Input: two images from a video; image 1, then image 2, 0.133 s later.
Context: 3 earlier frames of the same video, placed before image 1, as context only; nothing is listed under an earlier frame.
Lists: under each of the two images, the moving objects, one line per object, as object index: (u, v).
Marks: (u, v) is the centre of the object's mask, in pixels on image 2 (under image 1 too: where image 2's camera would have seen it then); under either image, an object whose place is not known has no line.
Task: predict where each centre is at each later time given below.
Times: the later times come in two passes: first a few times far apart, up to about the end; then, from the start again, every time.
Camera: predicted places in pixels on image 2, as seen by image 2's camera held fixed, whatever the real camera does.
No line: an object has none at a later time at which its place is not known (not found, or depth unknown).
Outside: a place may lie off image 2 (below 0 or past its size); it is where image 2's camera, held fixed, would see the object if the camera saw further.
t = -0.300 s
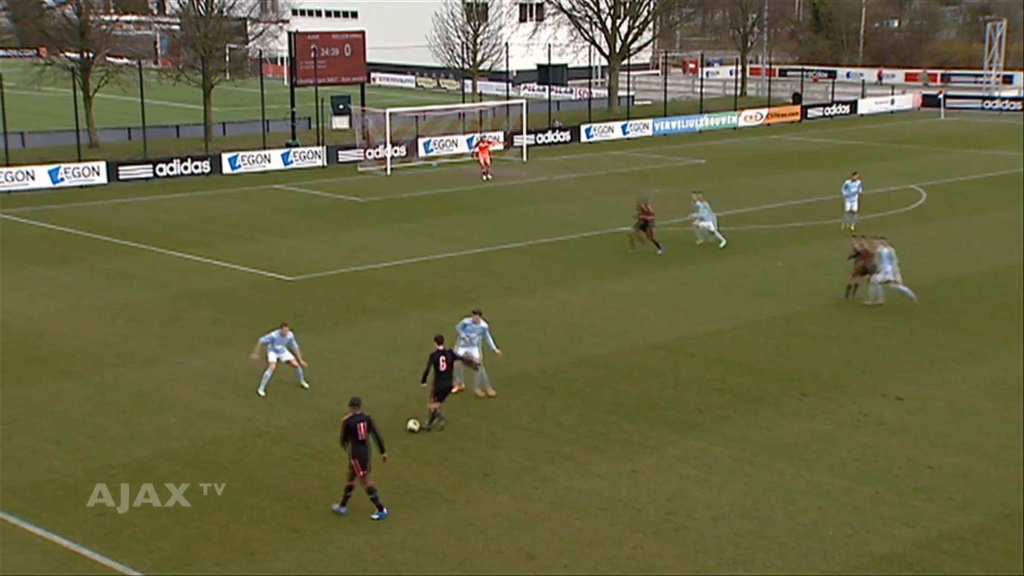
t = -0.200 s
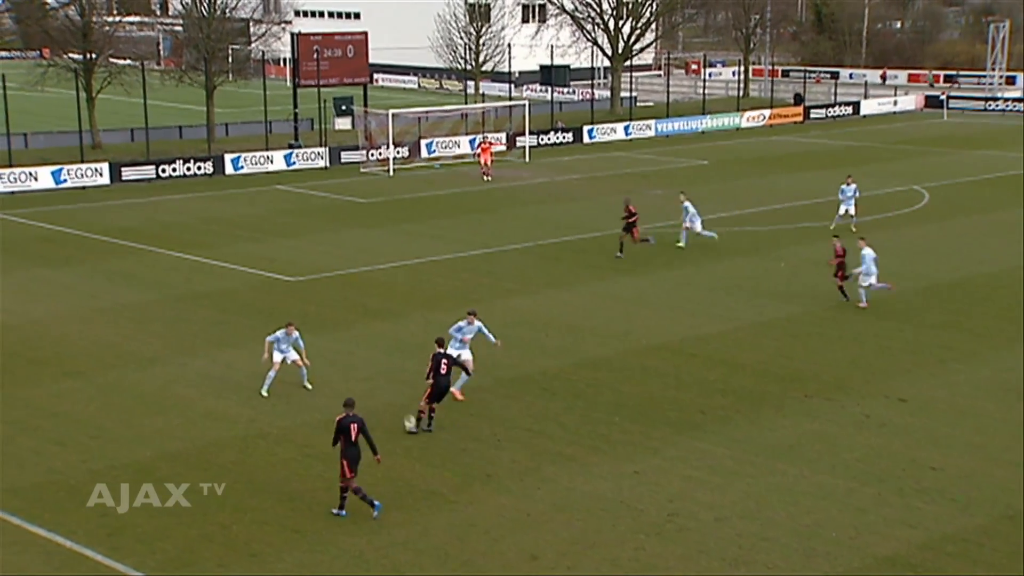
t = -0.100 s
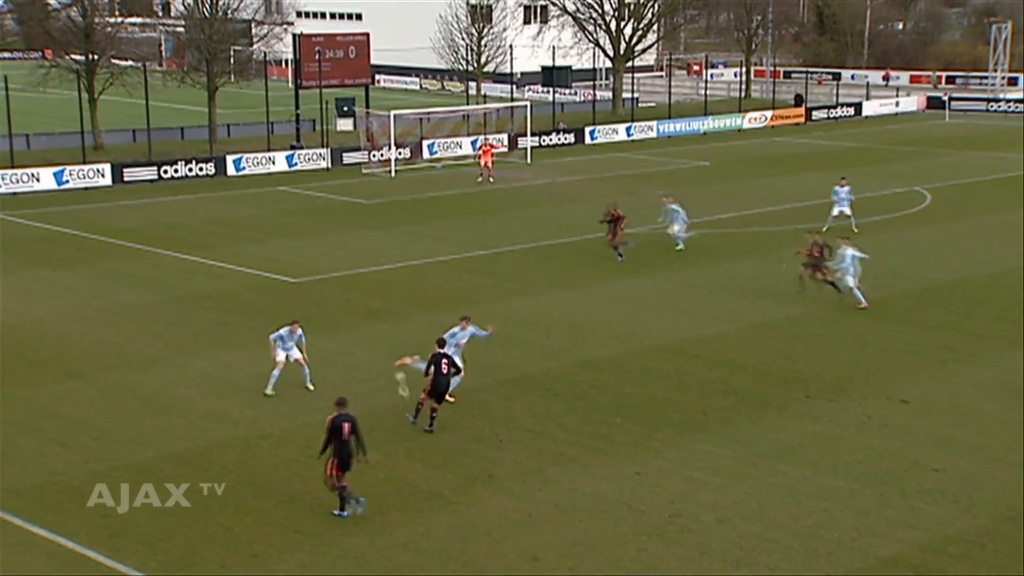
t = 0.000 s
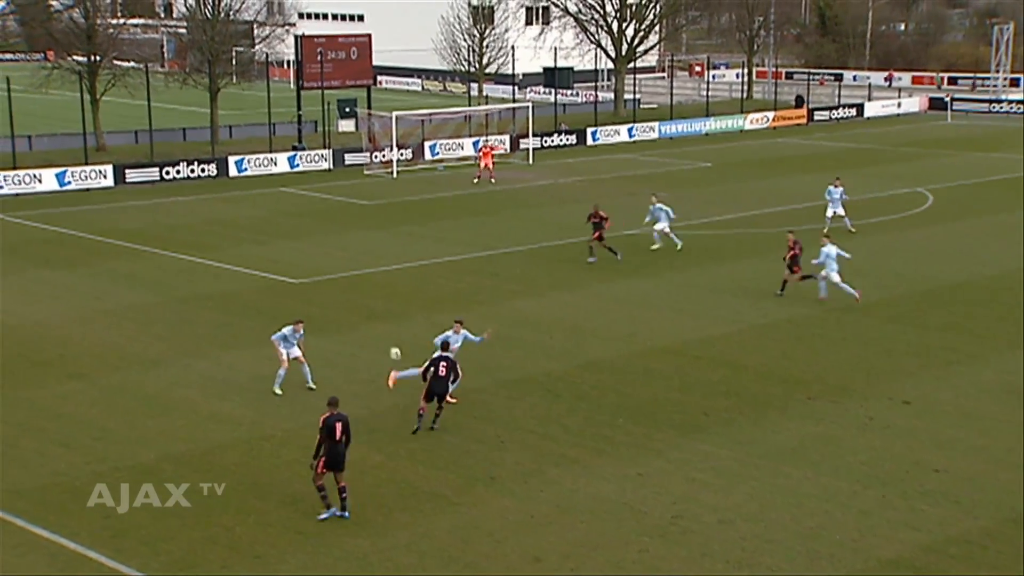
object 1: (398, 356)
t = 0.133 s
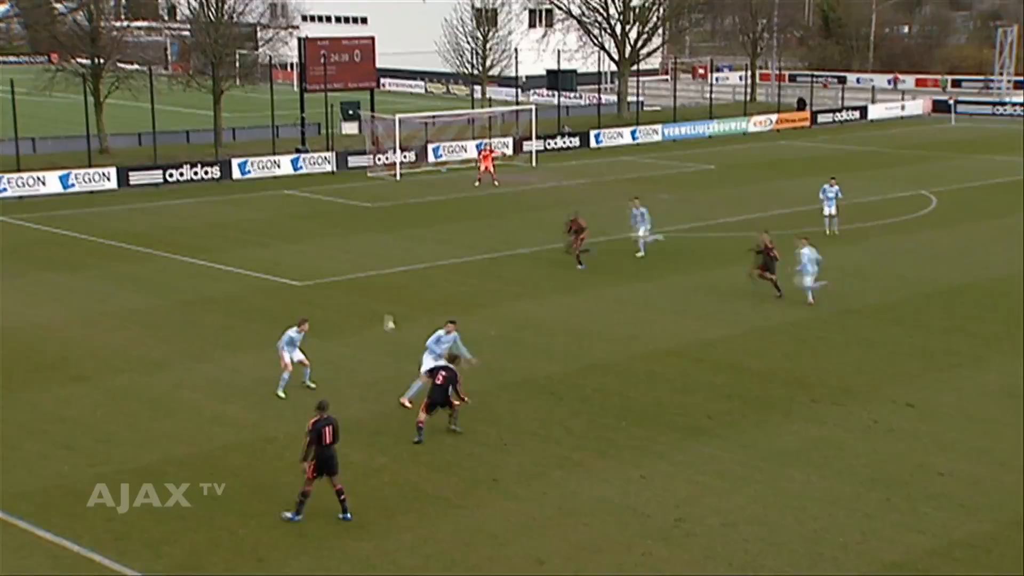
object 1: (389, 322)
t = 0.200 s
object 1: (385, 311)
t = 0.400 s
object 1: (376, 289)
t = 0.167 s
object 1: (388, 318)
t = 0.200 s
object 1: (385, 311)
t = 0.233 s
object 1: (383, 305)
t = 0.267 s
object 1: (382, 301)
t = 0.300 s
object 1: (380, 298)
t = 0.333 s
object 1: (379, 295)
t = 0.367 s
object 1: (377, 292)
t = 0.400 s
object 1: (376, 289)
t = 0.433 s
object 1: (374, 288)
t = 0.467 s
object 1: (374, 287)
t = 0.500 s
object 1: (373, 286)
